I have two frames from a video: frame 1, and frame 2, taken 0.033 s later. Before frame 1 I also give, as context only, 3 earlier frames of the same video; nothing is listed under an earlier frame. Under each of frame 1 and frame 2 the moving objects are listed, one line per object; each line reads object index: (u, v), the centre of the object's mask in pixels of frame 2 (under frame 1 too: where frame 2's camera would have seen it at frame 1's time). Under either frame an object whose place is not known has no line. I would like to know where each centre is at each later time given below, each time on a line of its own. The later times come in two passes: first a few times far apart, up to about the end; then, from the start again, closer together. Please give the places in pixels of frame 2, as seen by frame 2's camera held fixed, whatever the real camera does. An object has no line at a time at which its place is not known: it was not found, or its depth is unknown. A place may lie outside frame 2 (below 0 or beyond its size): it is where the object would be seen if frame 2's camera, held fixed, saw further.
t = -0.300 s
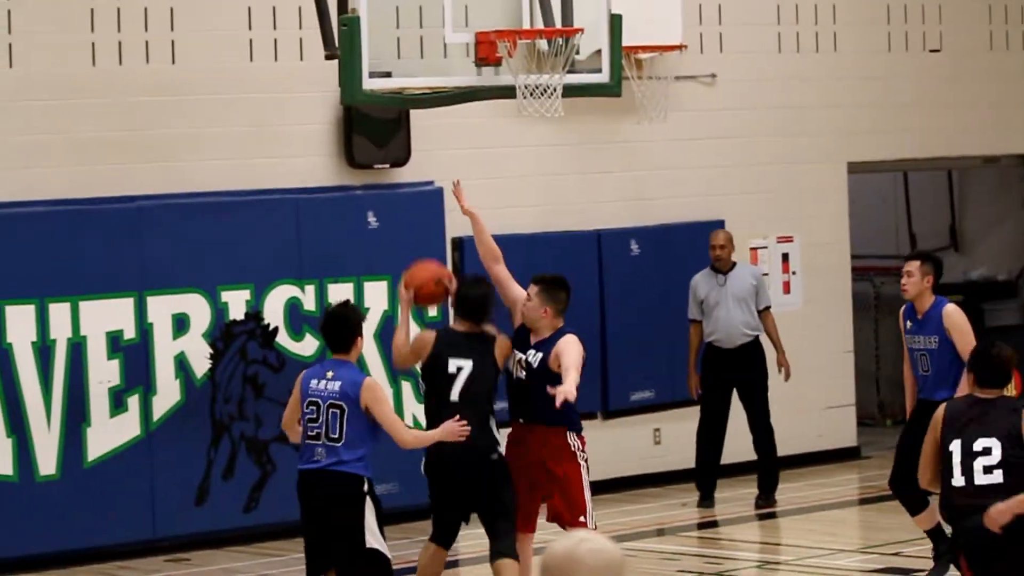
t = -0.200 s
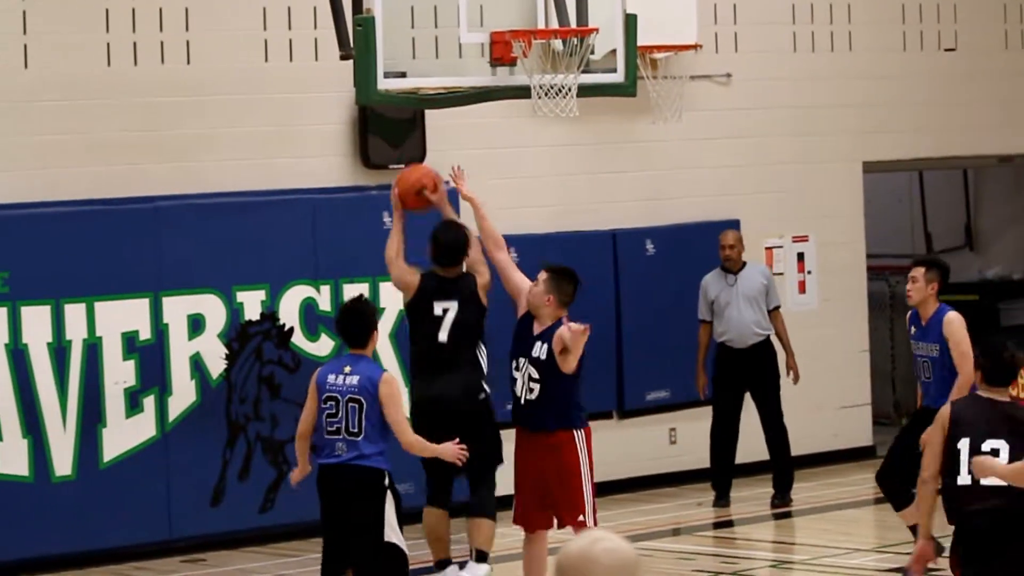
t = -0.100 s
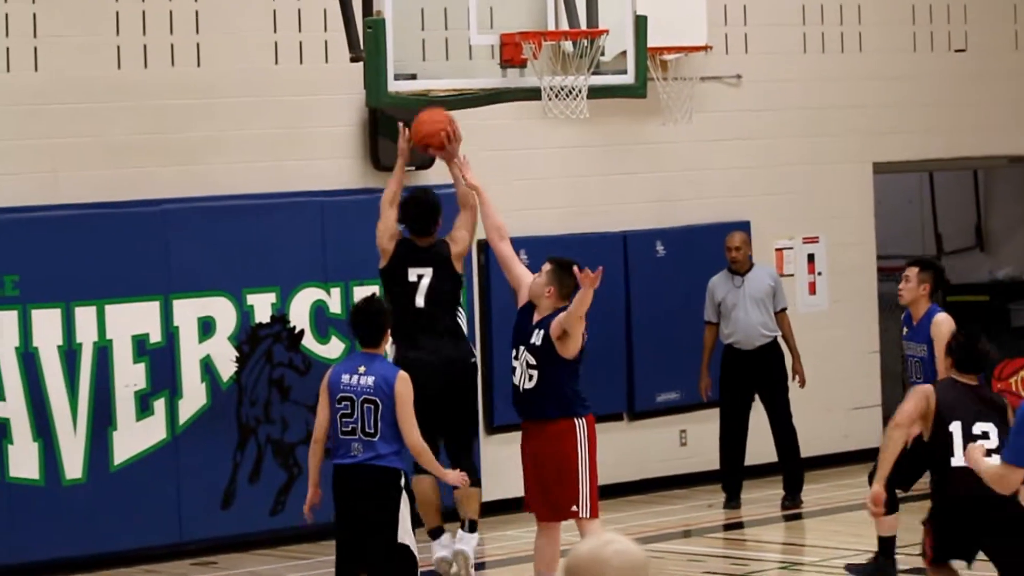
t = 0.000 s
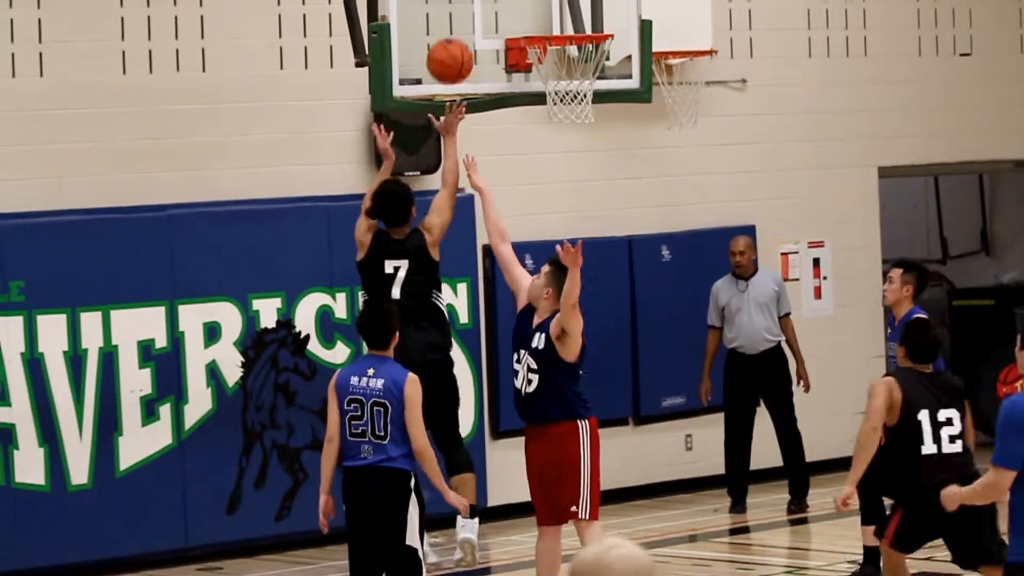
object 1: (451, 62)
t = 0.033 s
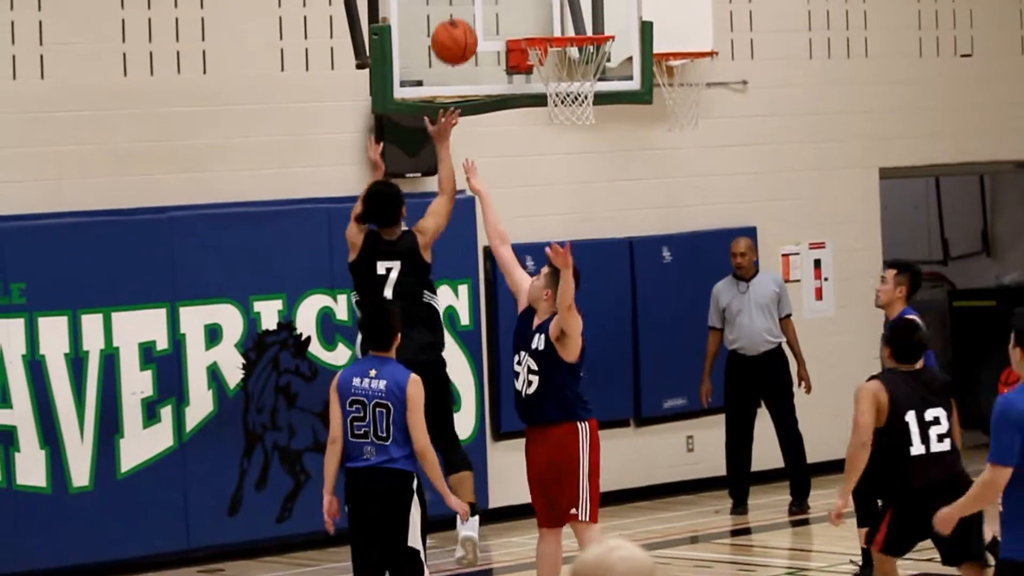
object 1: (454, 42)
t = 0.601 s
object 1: (585, 60)
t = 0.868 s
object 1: (592, 139)
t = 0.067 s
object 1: (458, 23)
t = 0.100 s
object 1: (462, 9)
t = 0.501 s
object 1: (555, 7)
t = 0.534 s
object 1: (565, 19)
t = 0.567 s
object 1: (576, 39)
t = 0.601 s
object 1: (585, 60)
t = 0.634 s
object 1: (592, 72)
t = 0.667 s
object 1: (593, 81)
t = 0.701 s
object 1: (596, 87)
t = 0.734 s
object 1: (591, 100)
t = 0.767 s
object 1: (592, 108)
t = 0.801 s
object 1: (593, 115)
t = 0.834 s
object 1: (593, 126)
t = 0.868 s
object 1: (592, 139)
